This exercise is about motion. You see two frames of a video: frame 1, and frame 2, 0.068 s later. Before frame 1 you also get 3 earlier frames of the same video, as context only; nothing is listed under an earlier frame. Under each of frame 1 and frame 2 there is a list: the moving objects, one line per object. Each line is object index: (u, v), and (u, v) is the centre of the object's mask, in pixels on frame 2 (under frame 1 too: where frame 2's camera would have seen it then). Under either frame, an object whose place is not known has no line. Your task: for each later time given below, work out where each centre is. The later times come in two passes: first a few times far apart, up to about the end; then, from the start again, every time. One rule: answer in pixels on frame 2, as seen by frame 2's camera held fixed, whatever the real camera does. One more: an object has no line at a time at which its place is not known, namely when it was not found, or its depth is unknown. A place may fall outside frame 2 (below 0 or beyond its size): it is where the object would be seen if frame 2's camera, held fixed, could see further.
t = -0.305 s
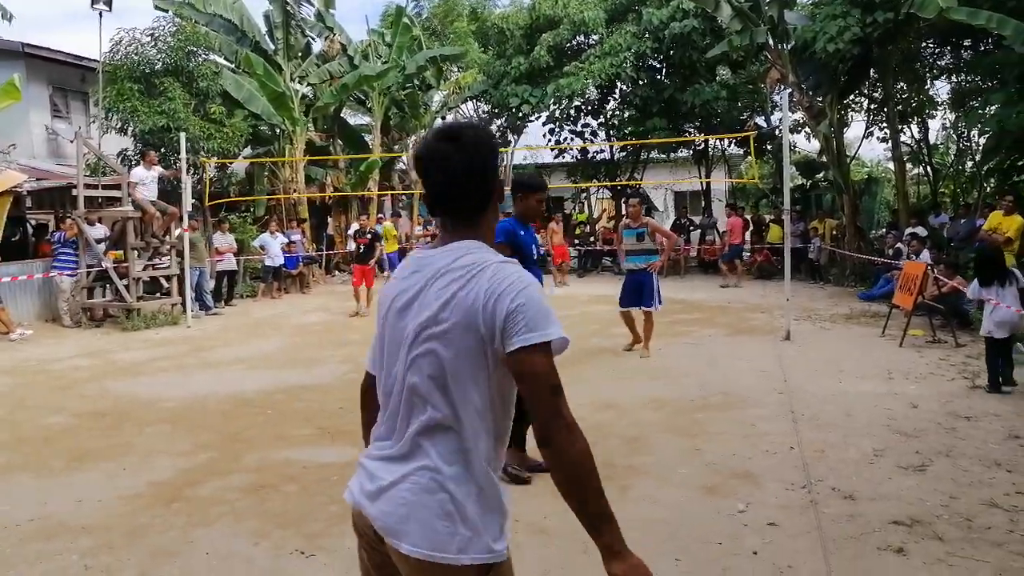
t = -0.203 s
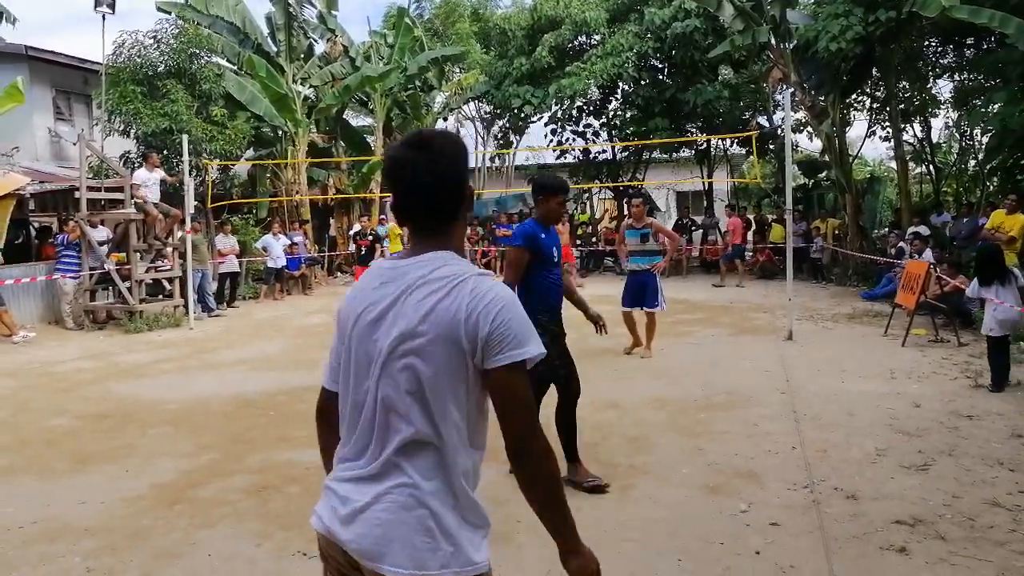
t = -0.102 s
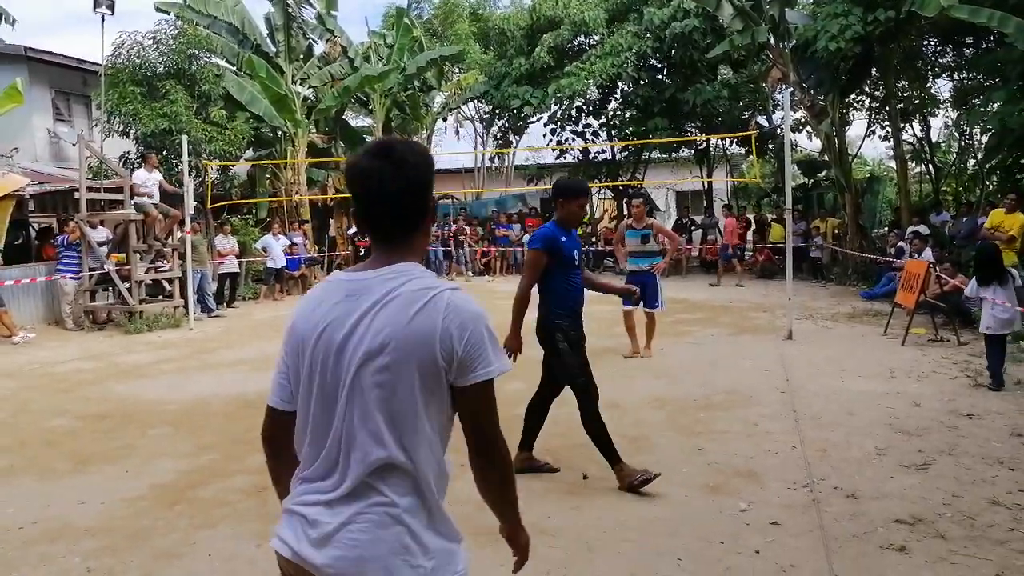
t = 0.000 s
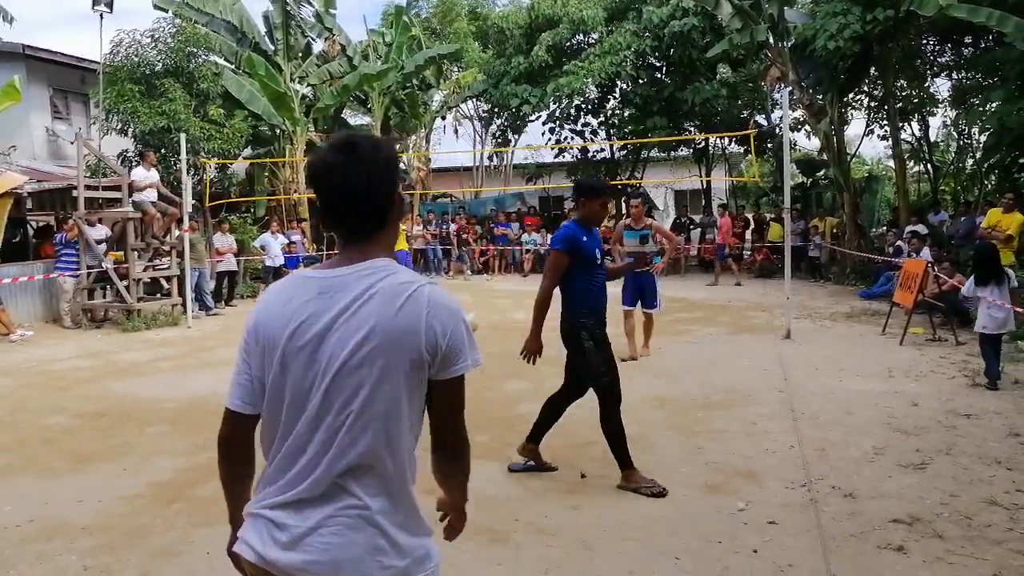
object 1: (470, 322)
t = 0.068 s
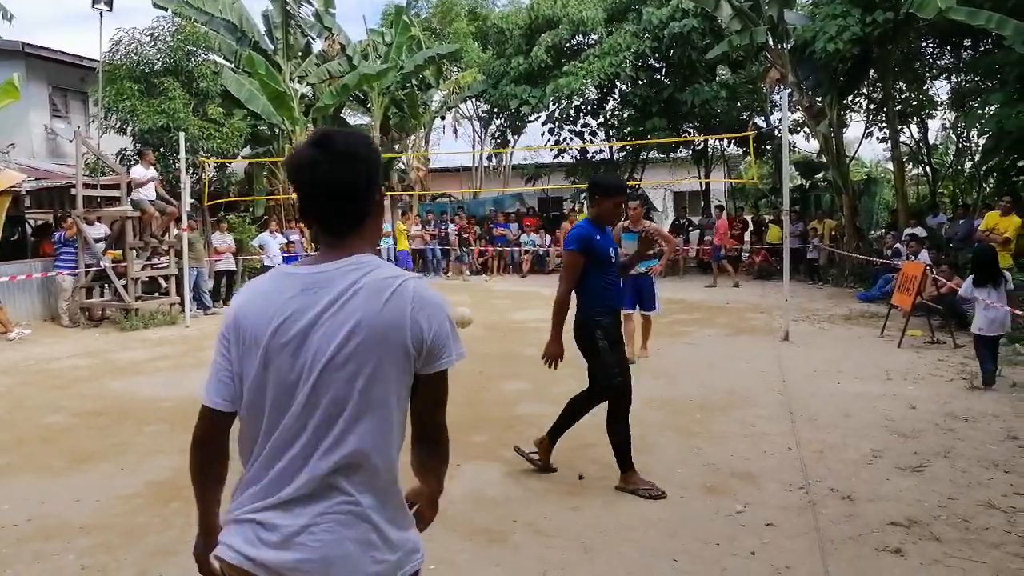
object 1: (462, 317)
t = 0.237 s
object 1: (449, 321)
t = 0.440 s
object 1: (434, 378)
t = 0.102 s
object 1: (458, 315)
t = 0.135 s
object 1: (457, 314)
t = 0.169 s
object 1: (455, 315)
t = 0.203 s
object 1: (452, 318)
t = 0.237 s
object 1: (449, 321)
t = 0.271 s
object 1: (447, 326)
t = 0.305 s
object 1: (444, 333)
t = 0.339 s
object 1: (442, 341)
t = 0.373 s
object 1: (439, 352)
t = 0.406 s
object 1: (436, 364)
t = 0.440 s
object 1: (434, 378)
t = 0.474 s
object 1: (432, 394)
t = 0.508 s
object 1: (429, 414)
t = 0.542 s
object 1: (426, 407)
